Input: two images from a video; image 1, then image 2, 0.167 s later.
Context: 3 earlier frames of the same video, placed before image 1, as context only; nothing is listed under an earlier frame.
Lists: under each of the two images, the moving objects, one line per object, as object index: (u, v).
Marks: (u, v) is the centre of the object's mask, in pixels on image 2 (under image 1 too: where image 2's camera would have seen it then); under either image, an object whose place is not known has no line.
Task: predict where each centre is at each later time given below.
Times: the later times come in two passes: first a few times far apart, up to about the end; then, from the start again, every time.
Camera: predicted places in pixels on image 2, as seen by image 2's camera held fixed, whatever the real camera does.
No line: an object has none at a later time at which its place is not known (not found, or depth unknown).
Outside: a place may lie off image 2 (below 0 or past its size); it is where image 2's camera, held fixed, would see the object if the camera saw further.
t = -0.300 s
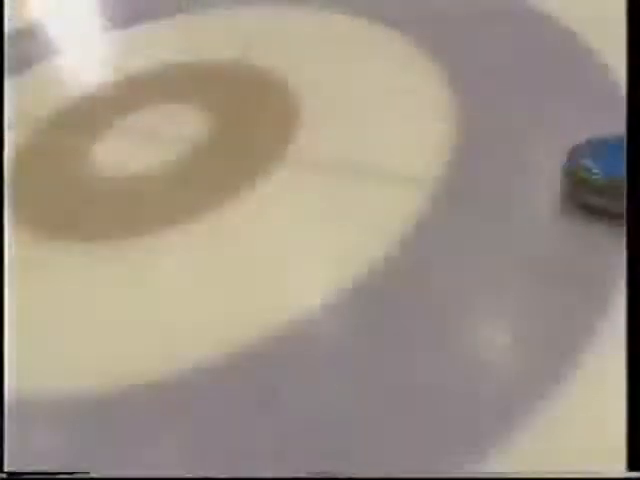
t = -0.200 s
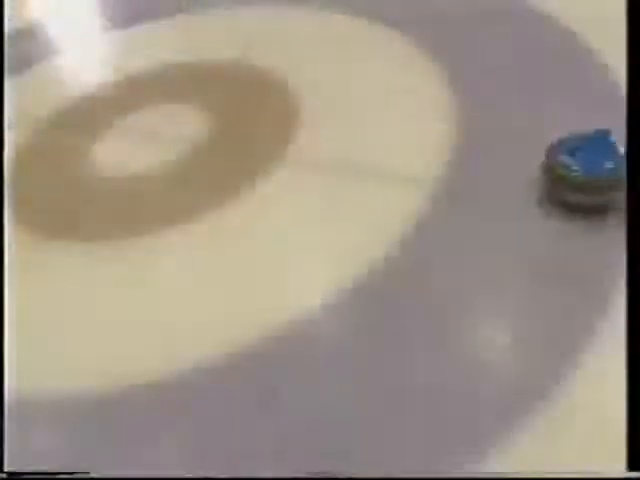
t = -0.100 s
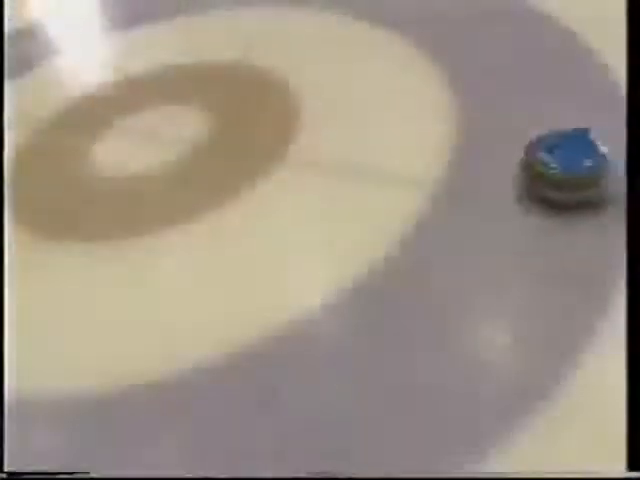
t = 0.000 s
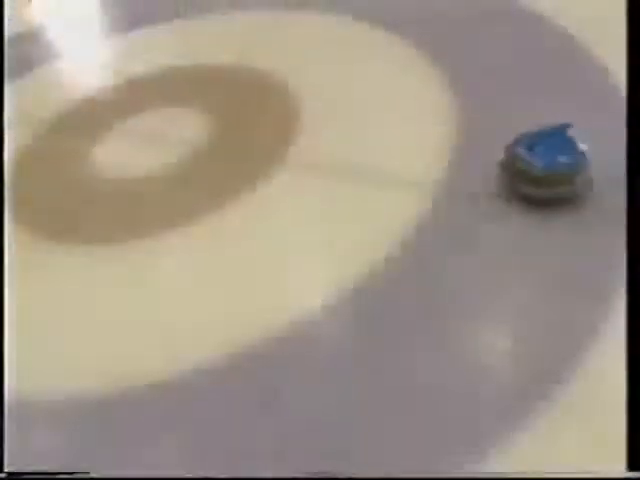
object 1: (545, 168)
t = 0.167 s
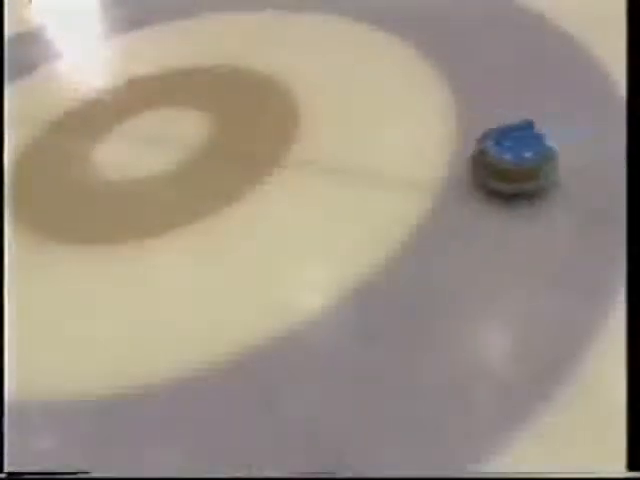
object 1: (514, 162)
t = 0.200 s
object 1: (508, 160)
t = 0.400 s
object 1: (475, 153)
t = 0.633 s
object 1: (440, 144)
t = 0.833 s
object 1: (412, 138)
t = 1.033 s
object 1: (388, 135)
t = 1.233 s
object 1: (370, 129)
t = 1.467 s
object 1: (352, 125)
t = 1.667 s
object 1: (340, 121)
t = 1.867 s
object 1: (328, 118)
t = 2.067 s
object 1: (319, 116)
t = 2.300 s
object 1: (309, 114)
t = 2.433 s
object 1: (305, 114)
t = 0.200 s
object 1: (508, 160)
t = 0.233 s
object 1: (503, 159)
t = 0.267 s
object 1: (497, 158)
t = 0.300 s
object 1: (491, 157)
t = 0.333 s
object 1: (486, 155)
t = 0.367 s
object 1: (481, 155)
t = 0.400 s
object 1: (475, 153)
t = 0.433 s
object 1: (469, 151)
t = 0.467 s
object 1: (464, 150)
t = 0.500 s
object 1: (459, 149)
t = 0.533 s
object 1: (454, 147)
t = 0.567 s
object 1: (450, 146)
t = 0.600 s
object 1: (445, 146)
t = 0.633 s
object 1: (440, 144)
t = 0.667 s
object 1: (436, 143)
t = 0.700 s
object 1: (431, 142)
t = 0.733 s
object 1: (426, 141)
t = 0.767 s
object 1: (422, 140)
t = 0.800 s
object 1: (416, 139)
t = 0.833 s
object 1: (412, 138)
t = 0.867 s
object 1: (409, 137)
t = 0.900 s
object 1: (403, 137)
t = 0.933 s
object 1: (400, 137)
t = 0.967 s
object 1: (396, 136)
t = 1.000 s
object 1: (392, 137)
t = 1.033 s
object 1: (388, 135)
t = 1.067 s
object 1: (385, 133)
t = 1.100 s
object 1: (382, 132)
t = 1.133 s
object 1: (379, 132)
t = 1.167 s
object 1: (376, 131)
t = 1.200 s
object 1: (373, 130)
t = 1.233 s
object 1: (370, 129)
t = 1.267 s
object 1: (367, 129)
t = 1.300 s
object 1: (364, 128)
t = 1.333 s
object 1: (362, 128)
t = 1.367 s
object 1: (359, 127)
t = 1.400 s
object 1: (357, 126)
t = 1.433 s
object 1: (354, 126)
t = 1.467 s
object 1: (352, 125)
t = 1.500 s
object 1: (350, 124)
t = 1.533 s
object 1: (348, 123)
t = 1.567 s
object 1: (346, 123)
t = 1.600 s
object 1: (344, 122)
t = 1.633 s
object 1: (342, 122)
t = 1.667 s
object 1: (340, 121)
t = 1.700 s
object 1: (338, 121)
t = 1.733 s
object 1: (336, 120)
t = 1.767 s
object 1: (334, 120)
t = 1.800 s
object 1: (332, 119)
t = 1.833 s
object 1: (330, 118)
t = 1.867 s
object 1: (328, 118)
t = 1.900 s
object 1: (327, 117)
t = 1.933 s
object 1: (325, 117)
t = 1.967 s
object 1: (323, 117)
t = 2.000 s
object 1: (322, 117)
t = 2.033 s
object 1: (320, 116)
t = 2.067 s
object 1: (319, 116)
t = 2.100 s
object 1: (317, 116)
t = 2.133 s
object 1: (316, 116)
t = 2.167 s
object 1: (314, 116)
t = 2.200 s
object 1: (313, 116)
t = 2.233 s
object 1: (312, 115)
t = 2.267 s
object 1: (310, 115)
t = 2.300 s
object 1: (309, 114)
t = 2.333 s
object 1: (308, 114)
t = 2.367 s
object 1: (307, 115)
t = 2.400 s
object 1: (305, 114)
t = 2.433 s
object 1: (305, 114)
